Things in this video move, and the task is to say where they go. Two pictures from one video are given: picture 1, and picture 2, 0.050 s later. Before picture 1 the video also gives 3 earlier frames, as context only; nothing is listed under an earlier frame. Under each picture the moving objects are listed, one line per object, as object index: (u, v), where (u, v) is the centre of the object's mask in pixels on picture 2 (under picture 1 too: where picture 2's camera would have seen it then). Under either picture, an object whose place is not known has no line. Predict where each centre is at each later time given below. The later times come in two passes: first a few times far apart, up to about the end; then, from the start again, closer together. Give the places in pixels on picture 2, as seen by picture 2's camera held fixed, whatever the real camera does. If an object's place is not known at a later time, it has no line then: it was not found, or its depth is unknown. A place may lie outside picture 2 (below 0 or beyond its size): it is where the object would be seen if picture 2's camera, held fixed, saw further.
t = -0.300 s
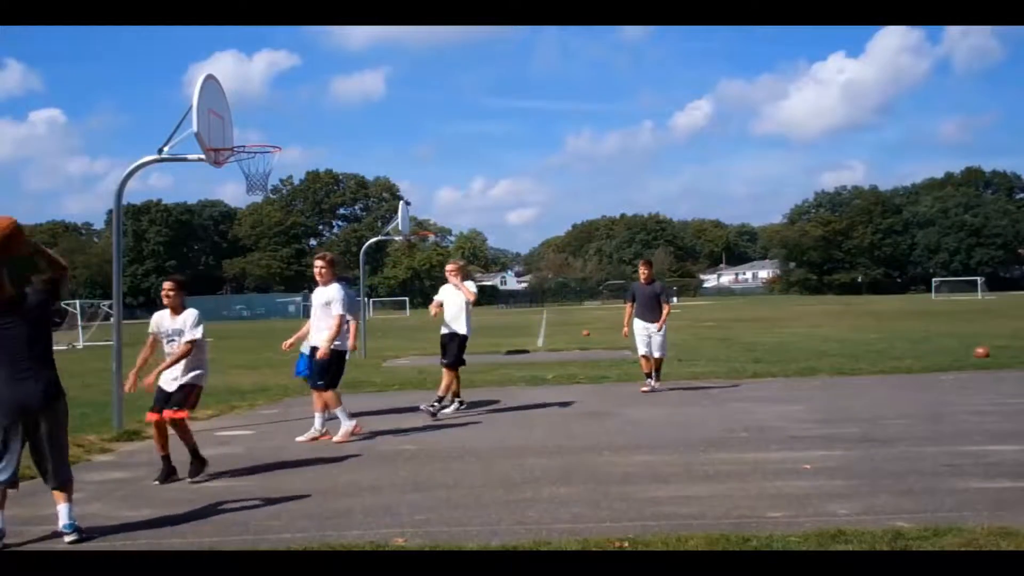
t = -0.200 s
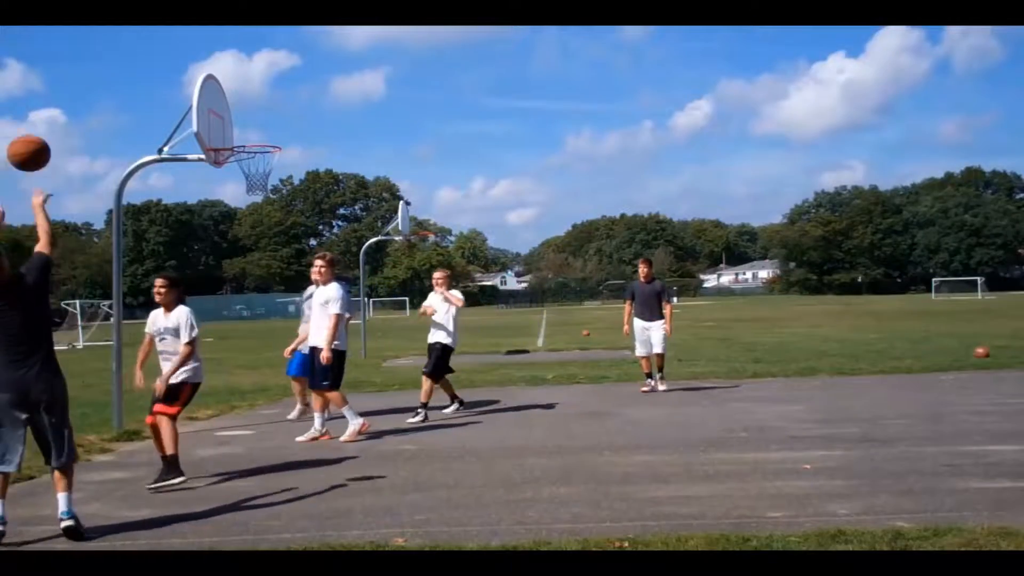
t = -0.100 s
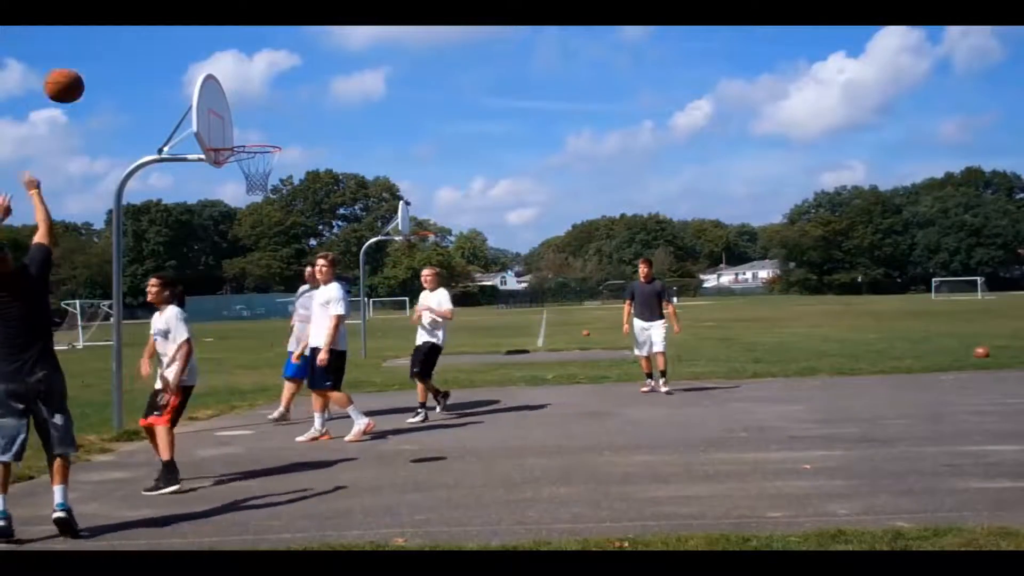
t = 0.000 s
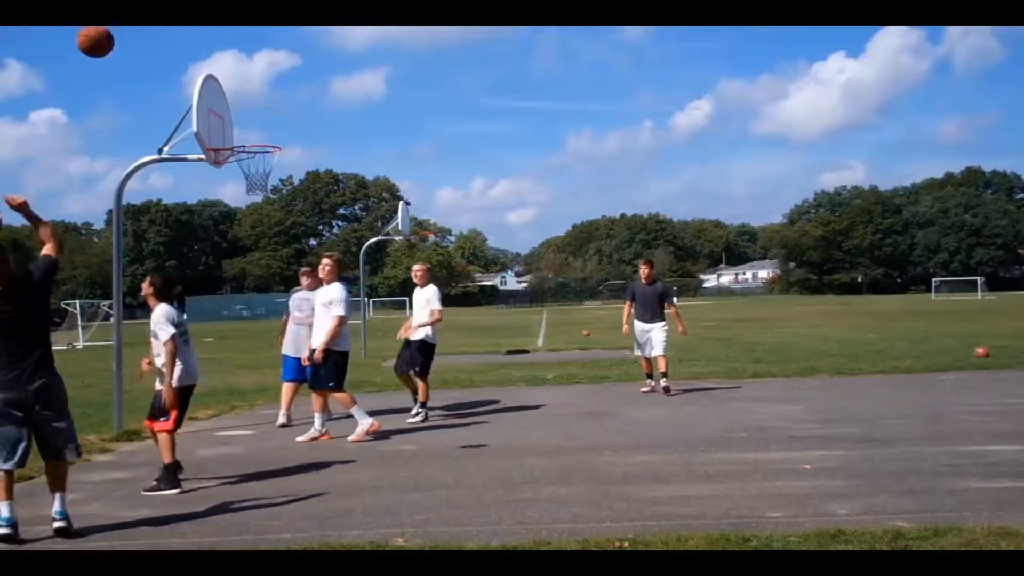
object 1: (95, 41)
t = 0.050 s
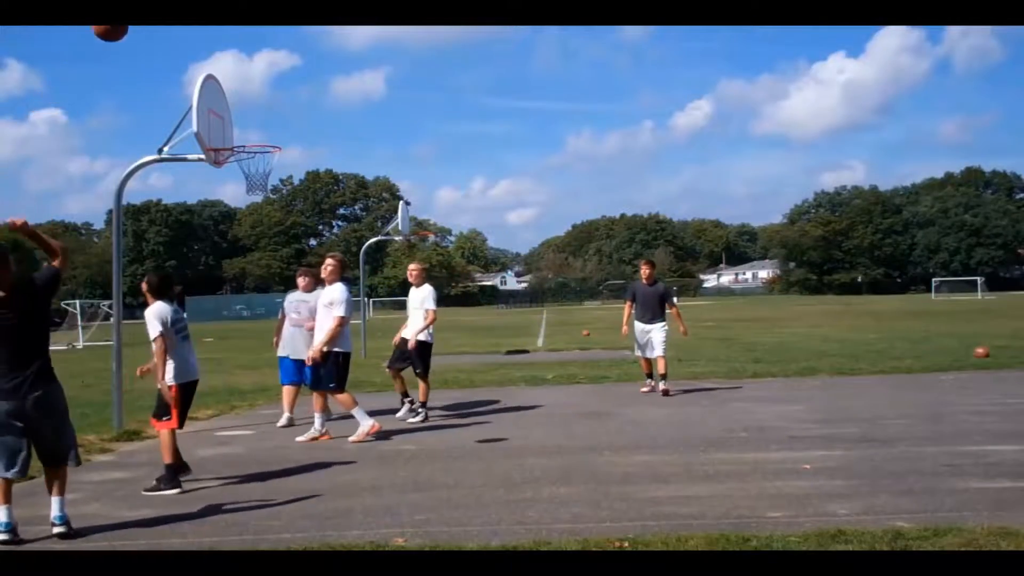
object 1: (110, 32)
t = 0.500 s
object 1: (214, 36)
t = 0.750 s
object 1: (258, 122)
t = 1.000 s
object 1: (240, 173)
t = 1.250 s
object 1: (254, 196)
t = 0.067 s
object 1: (115, 30)
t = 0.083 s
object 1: (120, 28)
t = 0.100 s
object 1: (125, 26)
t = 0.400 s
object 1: (195, 26)
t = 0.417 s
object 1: (199, 28)
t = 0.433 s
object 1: (202, 29)
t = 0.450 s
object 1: (205, 30)
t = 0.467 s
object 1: (208, 32)
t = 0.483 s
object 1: (211, 34)
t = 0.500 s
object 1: (214, 36)
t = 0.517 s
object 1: (217, 40)
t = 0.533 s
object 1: (220, 45)
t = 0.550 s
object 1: (223, 49)
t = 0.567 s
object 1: (226, 54)
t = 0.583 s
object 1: (230, 60)
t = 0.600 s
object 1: (233, 65)
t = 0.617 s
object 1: (235, 70)
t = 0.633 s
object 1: (238, 76)
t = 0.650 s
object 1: (241, 83)
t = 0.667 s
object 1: (244, 88)
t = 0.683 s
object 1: (247, 95)
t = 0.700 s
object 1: (250, 102)
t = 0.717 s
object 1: (252, 108)
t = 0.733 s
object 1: (255, 115)
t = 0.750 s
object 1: (258, 122)
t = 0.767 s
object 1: (260, 129)
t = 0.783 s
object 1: (263, 136)
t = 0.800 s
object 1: (265, 144)
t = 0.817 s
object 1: (268, 152)
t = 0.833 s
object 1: (267, 157)
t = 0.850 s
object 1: (263, 162)
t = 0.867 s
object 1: (260, 167)
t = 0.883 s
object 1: (257, 171)
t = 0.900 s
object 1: (254, 172)
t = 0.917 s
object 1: (250, 172)
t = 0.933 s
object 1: (247, 172)
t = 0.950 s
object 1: (244, 171)
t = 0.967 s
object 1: (241, 171)
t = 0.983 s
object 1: (241, 172)
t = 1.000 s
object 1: (240, 173)
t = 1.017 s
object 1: (241, 173)
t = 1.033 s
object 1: (241, 174)
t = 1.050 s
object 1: (241, 175)
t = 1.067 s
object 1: (241, 176)
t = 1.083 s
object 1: (242, 177)
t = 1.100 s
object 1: (242, 179)
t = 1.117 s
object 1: (243, 180)
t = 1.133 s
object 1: (244, 182)
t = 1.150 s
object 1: (245, 184)
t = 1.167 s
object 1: (246, 185)
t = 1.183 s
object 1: (248, 187)
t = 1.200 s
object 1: (250, 189)
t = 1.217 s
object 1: (251, 191)
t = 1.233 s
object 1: (253, 194)
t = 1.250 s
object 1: (254, 196)
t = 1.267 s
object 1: (256, 199)
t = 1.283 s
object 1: (258, 202)
